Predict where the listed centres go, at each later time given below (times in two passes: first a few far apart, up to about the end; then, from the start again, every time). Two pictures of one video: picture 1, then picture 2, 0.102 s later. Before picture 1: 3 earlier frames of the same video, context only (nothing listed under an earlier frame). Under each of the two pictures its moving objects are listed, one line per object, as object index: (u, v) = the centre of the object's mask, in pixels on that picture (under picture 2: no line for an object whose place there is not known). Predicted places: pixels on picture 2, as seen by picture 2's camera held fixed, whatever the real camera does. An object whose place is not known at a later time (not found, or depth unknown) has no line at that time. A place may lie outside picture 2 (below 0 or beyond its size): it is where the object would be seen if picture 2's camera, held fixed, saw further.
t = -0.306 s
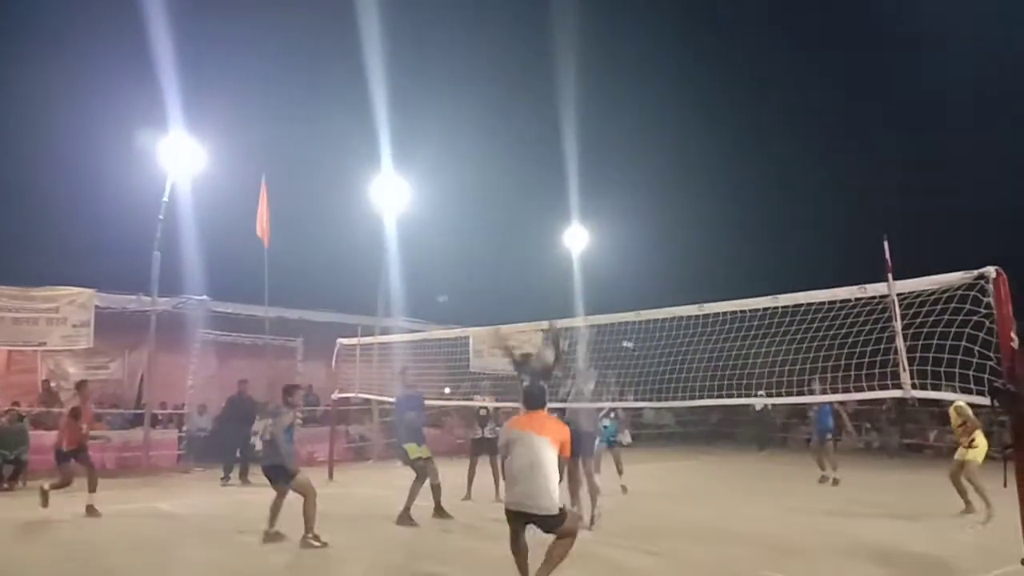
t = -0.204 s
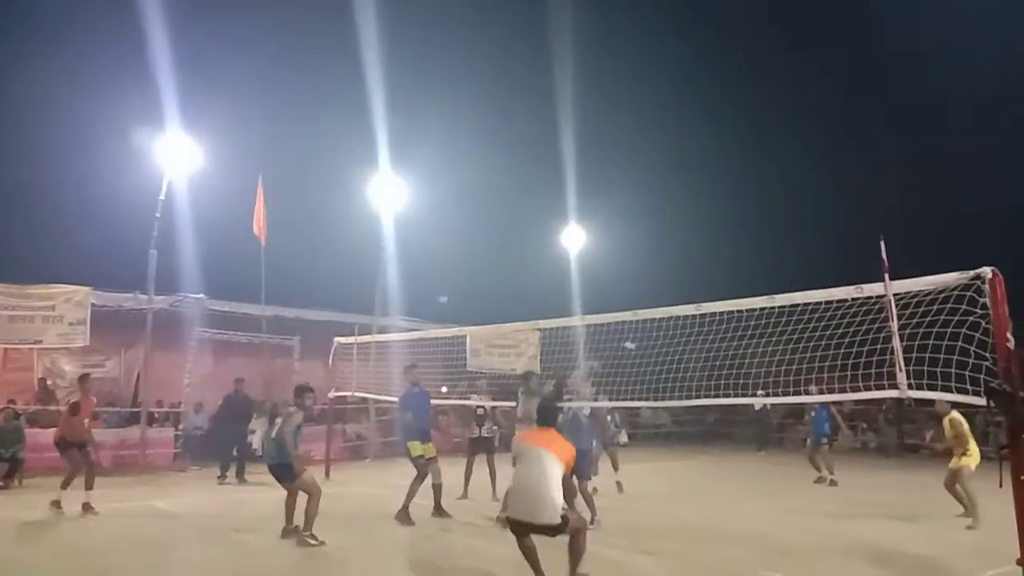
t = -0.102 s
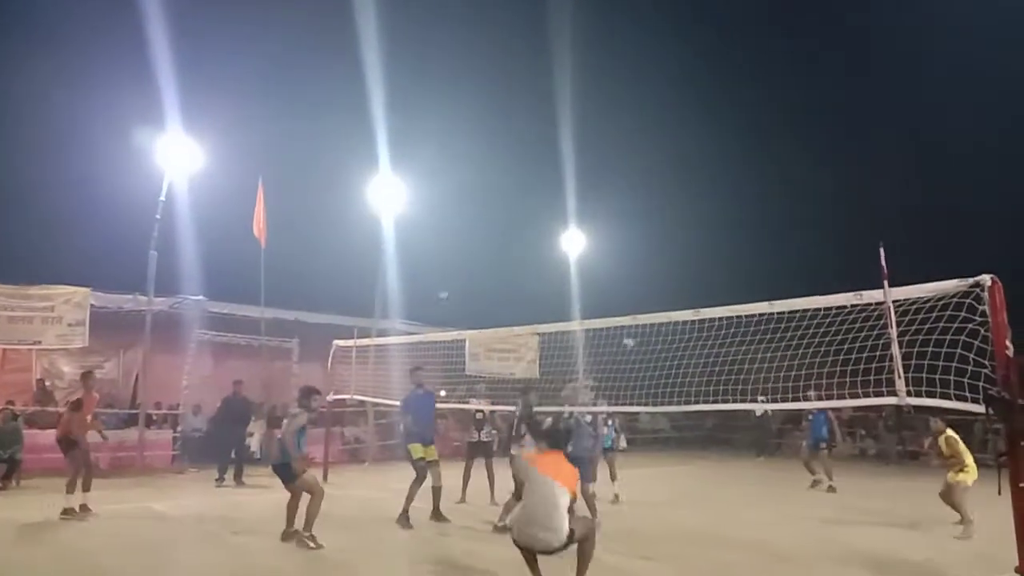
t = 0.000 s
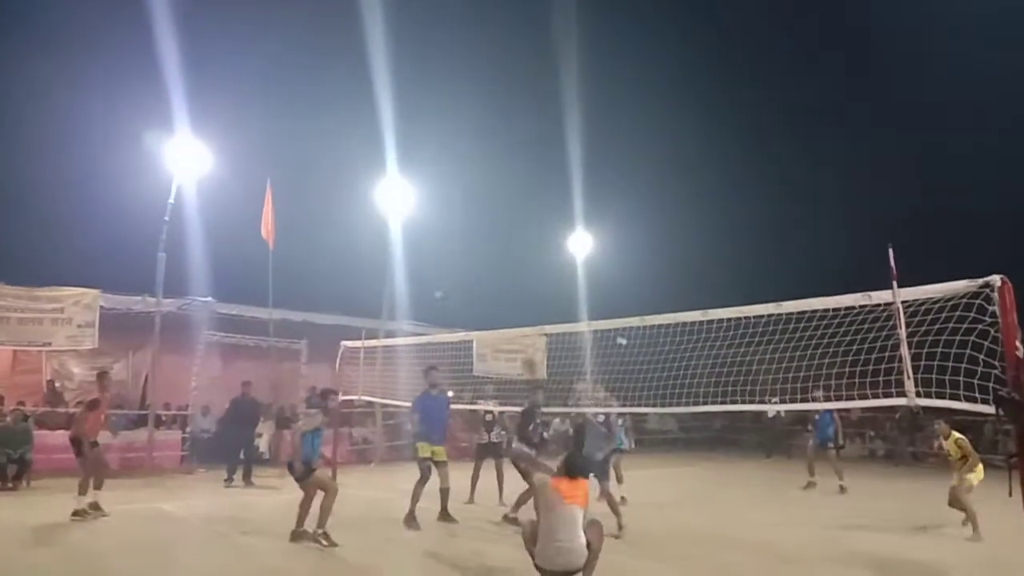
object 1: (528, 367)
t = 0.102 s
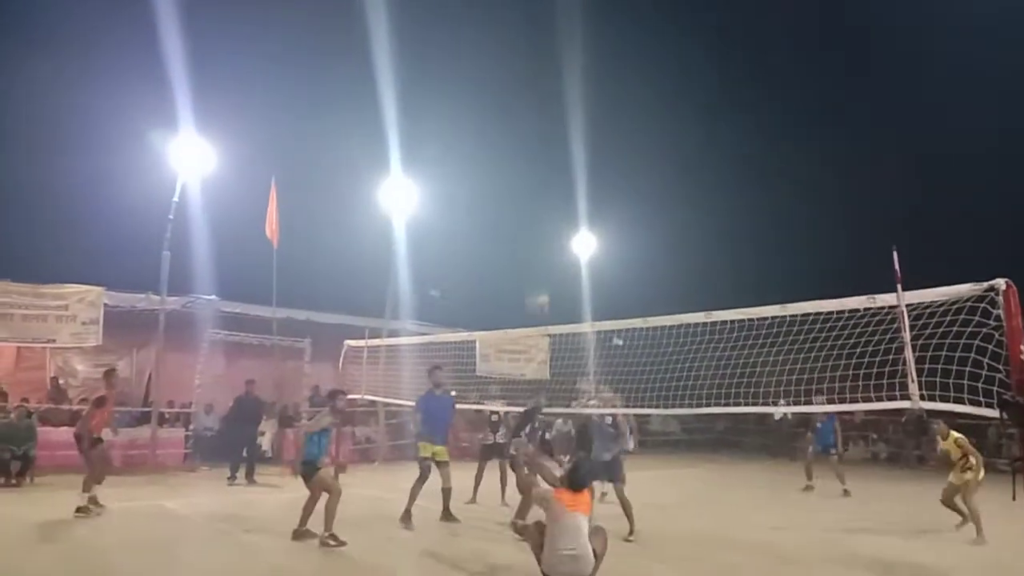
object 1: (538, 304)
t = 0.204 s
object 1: (540, 254)
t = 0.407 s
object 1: (542, 191)
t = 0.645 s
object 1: (546, 173)
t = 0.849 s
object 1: (551, 198)
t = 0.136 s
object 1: (543, 283)
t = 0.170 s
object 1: (545, 267)
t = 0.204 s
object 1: (540, 254)
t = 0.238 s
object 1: (541, 239)
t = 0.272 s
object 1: (541, 226)
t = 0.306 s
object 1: (541, 214)
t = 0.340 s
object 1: (542, 204)
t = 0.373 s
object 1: (545, 197)
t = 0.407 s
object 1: (542, 191)
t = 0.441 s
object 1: (544, 185)
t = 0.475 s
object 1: (544, 179)
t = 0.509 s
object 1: (544, 176)
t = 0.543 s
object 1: (544, 174)
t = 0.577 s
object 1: (545, 173)
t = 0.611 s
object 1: (545, 172)
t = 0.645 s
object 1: (546, 173)
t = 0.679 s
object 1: (547, 174)
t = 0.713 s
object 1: (548, 176)
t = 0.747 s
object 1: (548, 181)
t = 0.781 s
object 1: (548, 186)
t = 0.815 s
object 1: (550, 192)
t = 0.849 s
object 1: (551, 198)
